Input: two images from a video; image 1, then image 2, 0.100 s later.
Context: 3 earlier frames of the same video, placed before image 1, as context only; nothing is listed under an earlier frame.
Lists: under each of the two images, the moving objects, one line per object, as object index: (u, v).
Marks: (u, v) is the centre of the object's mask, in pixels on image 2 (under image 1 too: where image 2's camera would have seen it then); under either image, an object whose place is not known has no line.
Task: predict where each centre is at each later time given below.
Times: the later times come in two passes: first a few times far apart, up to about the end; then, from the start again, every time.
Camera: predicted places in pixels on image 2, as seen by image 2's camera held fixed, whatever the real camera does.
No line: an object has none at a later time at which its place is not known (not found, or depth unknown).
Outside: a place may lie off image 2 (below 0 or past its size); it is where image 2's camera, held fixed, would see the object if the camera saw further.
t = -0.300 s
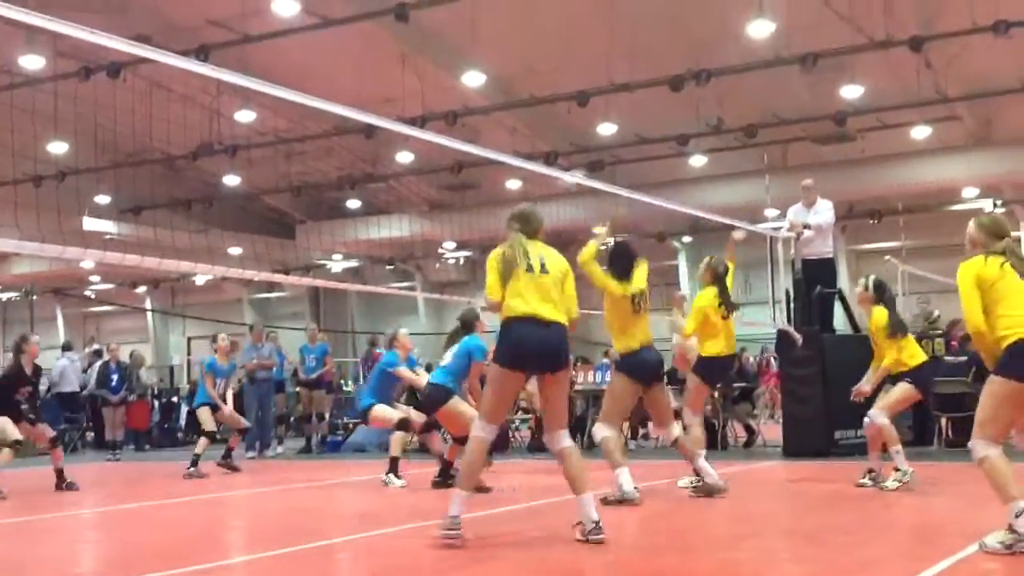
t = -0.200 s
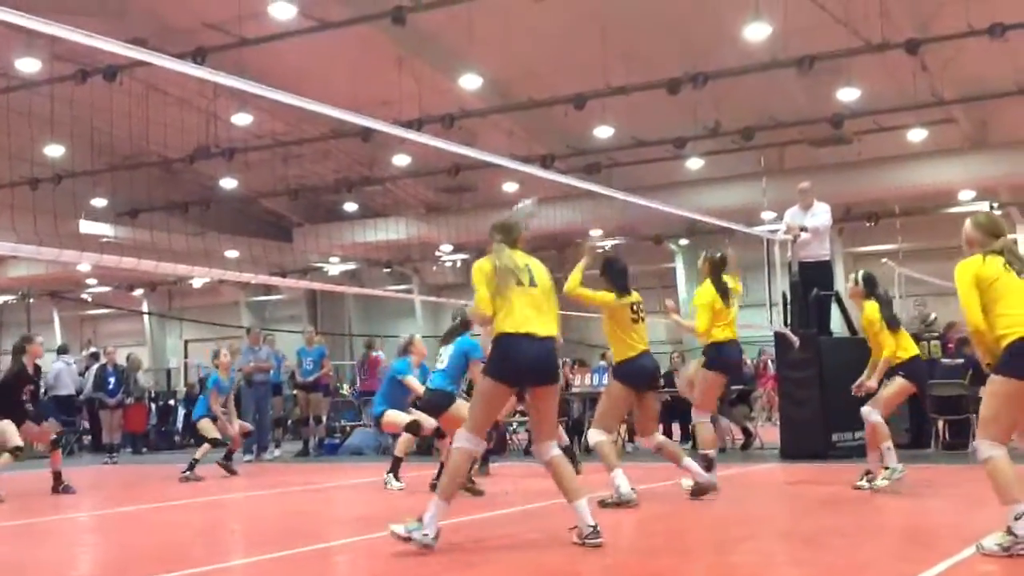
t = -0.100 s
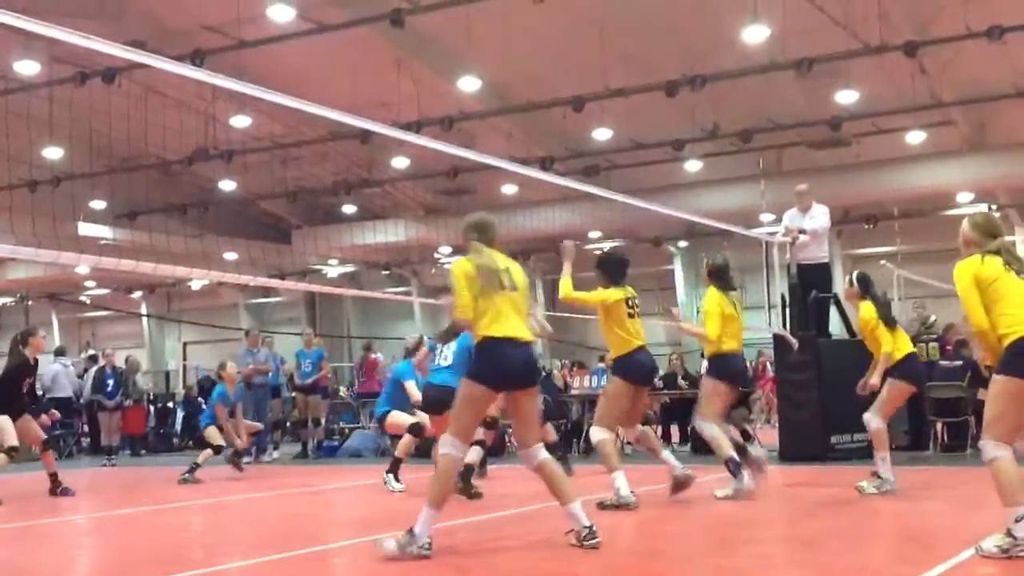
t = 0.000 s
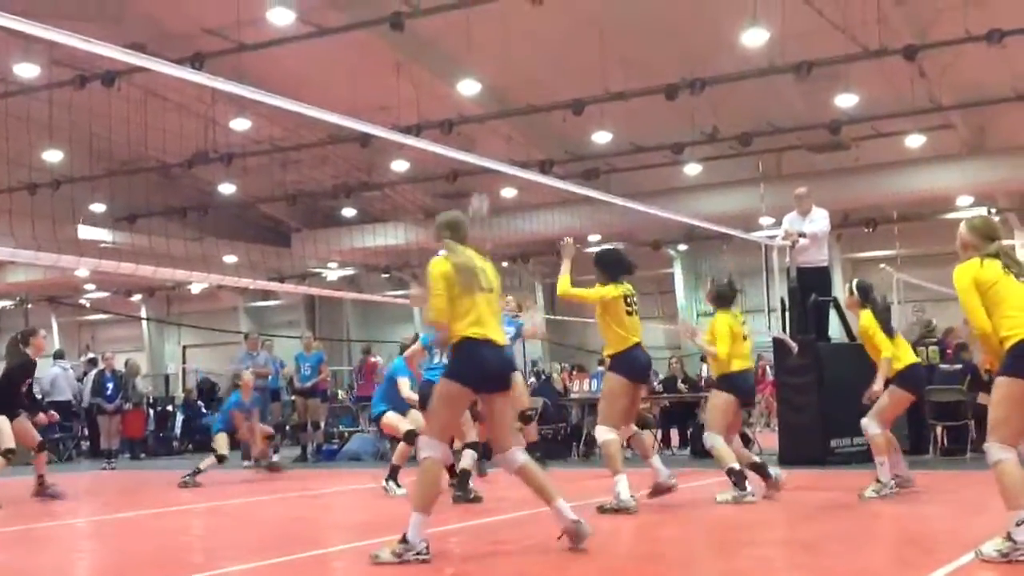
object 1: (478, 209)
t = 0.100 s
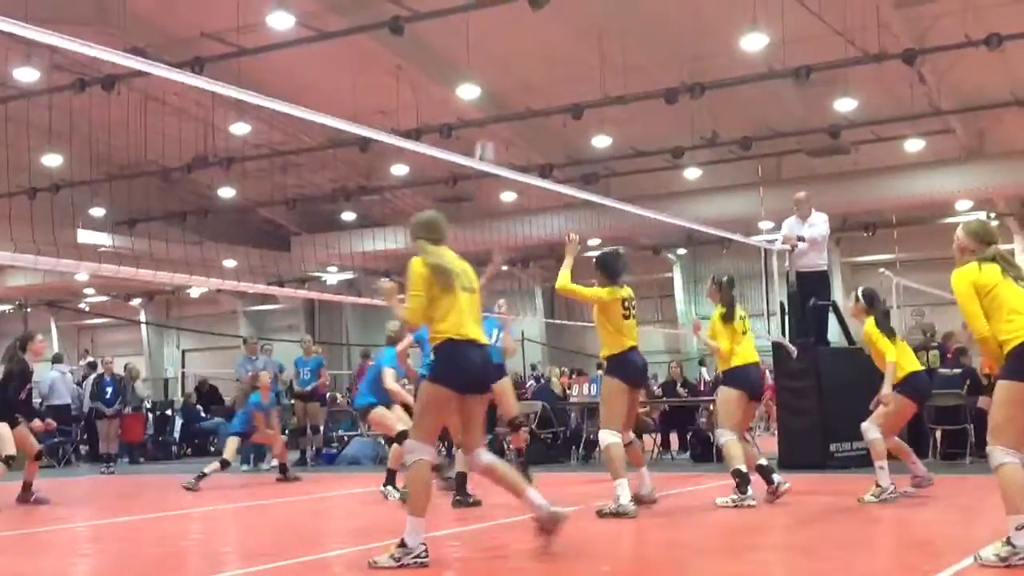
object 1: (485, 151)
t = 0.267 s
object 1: (494, 78)
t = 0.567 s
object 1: (515, 14)
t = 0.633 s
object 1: (520, 15)
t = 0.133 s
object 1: (486, 137)
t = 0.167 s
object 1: (487, 120)
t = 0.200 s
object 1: (491, 105)
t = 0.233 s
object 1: (492, 92)
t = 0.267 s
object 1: (494, 78)
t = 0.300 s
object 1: (496, 66)
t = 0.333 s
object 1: (498, 55)
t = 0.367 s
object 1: (500, 47)
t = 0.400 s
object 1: (502, 40)
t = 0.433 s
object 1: (505, 34)
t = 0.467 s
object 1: (508, 27)
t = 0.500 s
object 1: (509, 22)
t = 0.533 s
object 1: (512, 17)
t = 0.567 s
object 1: (515, 14)
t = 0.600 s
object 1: (516, 15)
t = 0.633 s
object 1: (520, 15)
